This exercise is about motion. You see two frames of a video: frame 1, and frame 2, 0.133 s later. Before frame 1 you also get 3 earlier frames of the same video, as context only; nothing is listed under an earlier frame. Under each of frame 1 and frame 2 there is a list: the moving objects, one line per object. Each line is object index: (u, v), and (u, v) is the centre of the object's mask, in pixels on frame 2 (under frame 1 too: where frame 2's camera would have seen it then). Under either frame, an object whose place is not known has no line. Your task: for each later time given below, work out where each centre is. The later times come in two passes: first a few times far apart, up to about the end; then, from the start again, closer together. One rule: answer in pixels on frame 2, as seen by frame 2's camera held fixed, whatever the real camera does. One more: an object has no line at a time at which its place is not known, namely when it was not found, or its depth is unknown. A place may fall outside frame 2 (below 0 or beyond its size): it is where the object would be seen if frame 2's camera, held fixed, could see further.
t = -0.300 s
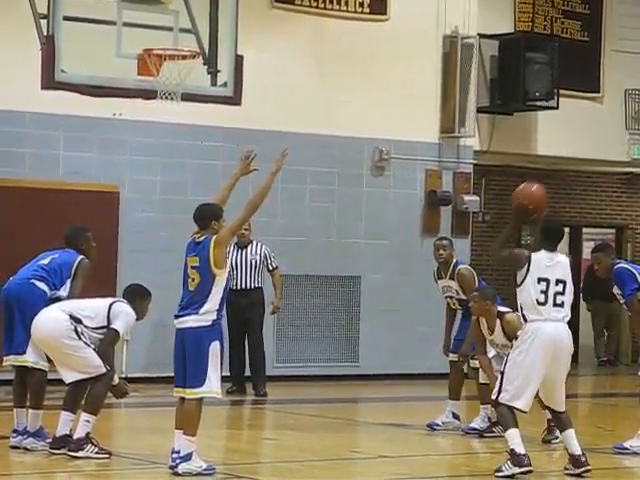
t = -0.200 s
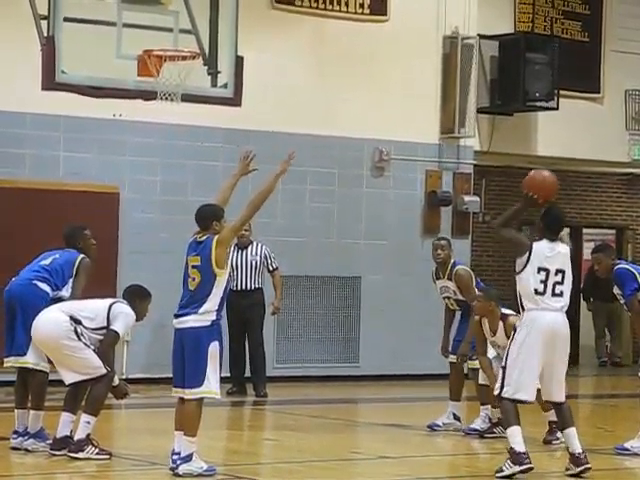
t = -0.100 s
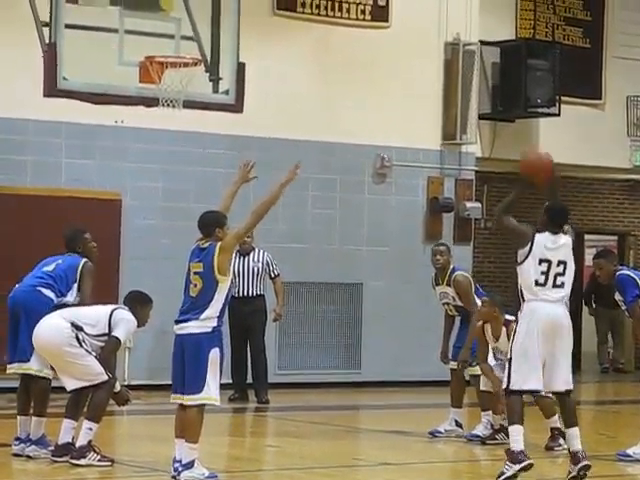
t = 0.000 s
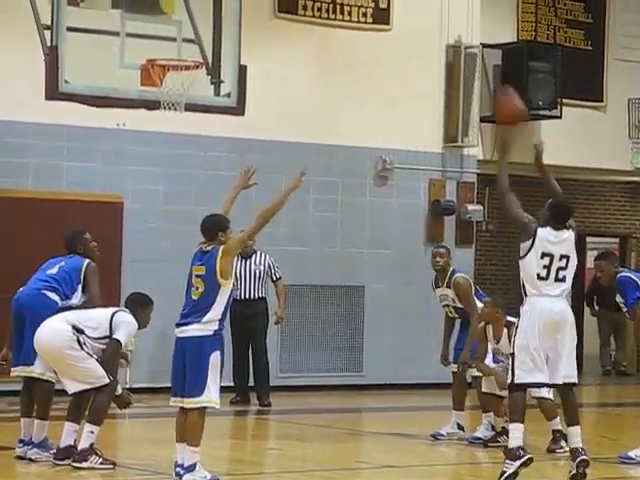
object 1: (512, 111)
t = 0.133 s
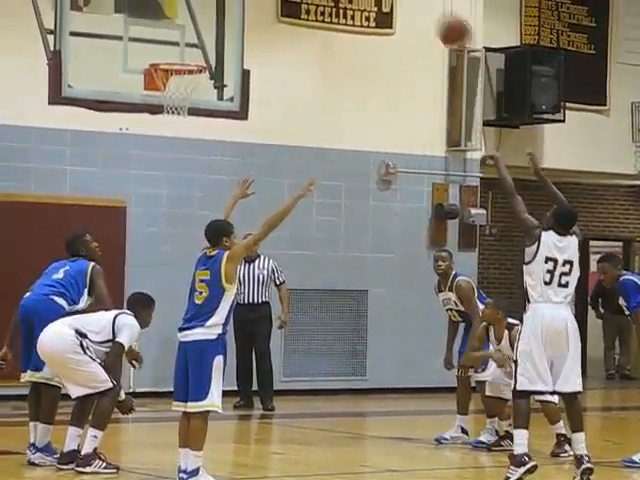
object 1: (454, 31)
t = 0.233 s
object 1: (413, -2)
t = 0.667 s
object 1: (263, -26)
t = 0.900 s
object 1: (192, 52)
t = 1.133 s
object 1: (156, 143)
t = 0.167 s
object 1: (440, 16)
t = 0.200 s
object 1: (428, 6)
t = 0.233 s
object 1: (413, -2)
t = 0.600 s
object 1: (285, -31)
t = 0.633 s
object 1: (274, -29)
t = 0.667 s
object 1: (263, -26)
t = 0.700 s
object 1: (253, -20)
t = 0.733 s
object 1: (243, -9)
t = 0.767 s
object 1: (234, 2)
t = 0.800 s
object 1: (221, 13)
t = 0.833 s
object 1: (212, 24)
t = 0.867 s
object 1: (202, 38)
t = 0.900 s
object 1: (192, 52)
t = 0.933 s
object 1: (182, 67)
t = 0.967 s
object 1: (175, 83)
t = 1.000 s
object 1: (172, 95)
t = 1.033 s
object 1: (168, 105)
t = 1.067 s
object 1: (163, 118)
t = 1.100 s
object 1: (160, 129)
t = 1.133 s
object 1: (156, 143)
